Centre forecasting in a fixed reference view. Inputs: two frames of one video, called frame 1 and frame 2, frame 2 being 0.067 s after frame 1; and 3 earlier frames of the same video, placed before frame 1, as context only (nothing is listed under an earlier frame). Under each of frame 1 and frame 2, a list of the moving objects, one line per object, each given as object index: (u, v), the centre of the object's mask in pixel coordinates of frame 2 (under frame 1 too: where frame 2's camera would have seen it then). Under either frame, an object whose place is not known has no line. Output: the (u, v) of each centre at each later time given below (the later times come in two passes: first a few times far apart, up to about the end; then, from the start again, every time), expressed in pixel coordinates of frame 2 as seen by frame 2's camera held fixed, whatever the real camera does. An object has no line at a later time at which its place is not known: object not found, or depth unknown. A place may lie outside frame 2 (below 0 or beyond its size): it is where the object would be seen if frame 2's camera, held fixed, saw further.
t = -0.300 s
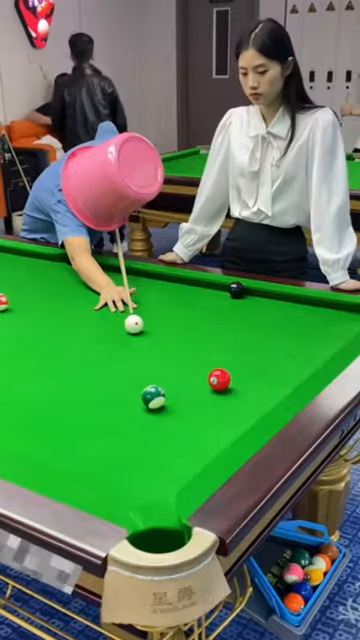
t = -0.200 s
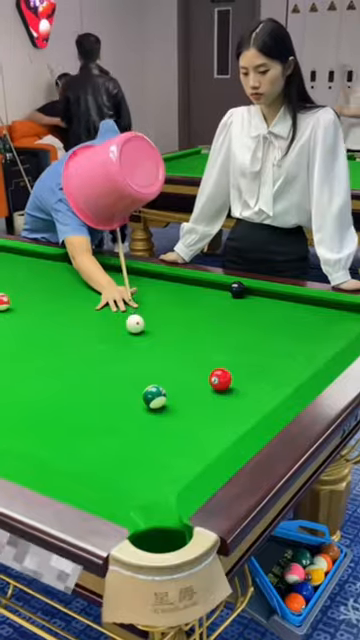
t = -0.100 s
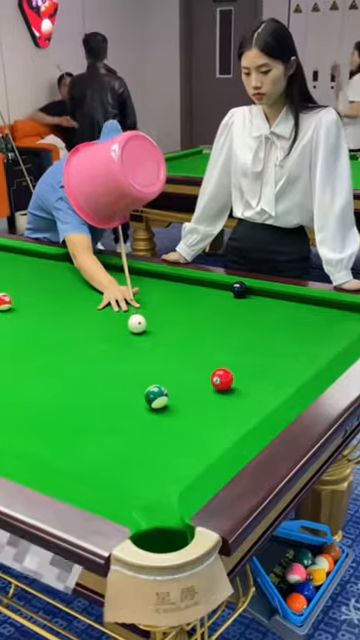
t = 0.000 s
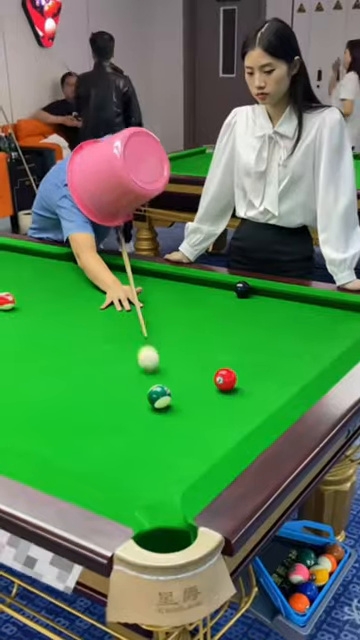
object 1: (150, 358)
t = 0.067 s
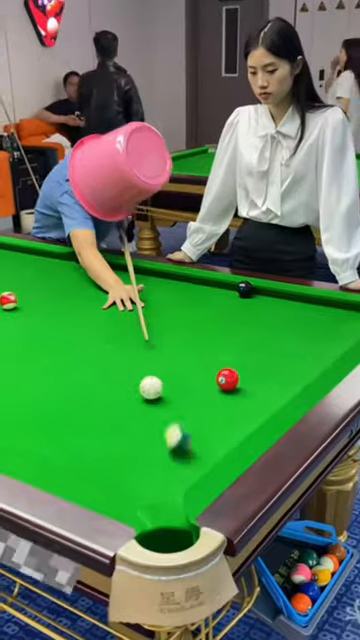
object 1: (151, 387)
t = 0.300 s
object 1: (127, 399)
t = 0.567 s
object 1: (103, 411)
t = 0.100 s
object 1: (146, 390)
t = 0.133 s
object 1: (142, 392)
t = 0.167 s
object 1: (139, 393)
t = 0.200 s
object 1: (136, 395)
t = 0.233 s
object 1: (133, 396)
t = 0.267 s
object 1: (130, 397)
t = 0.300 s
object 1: (127, 399)
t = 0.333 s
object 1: (124, 401)
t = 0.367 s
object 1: (122, 402)
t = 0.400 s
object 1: (118, 404)
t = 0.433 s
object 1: (115, 405)
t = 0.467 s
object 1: (112, 407)
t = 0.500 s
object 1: (109, 408)
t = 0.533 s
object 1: (106, 409)
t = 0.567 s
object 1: (103, 411)
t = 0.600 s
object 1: (100, 412)
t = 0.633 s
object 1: (97, 413)
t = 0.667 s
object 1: (94, 414)
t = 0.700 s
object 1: (91, 416)
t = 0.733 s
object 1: (88, 417)
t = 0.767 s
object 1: (85, 419)
